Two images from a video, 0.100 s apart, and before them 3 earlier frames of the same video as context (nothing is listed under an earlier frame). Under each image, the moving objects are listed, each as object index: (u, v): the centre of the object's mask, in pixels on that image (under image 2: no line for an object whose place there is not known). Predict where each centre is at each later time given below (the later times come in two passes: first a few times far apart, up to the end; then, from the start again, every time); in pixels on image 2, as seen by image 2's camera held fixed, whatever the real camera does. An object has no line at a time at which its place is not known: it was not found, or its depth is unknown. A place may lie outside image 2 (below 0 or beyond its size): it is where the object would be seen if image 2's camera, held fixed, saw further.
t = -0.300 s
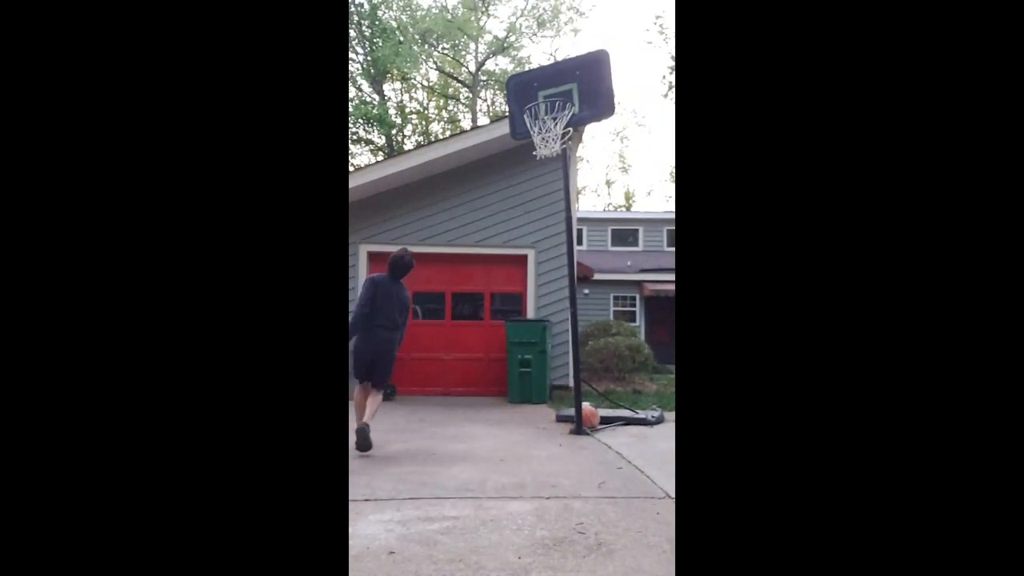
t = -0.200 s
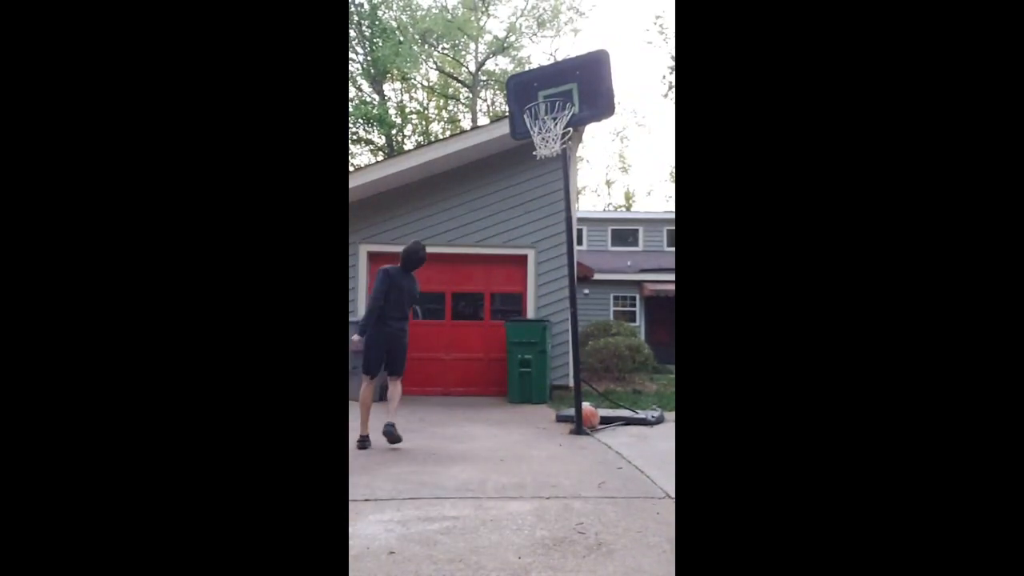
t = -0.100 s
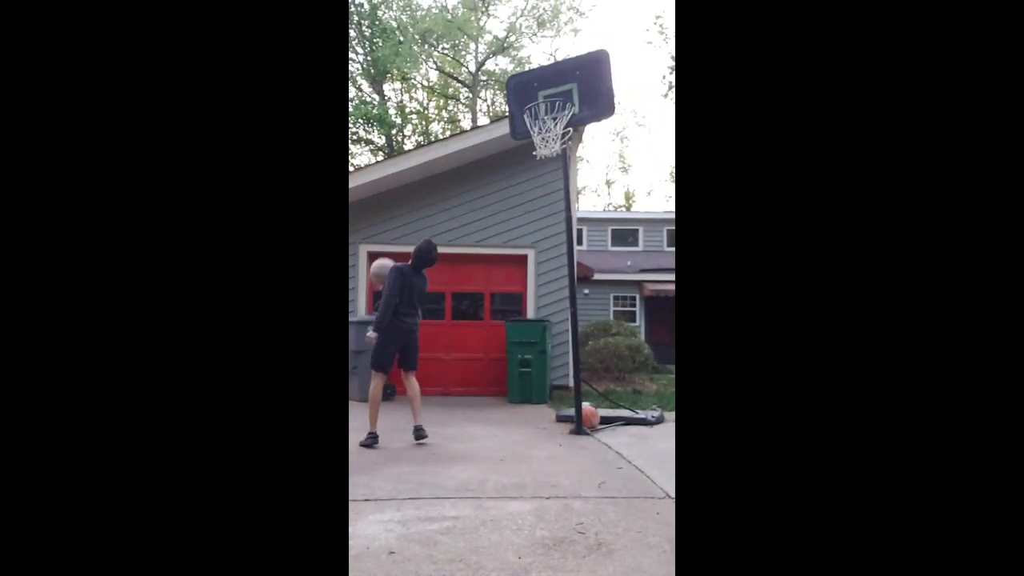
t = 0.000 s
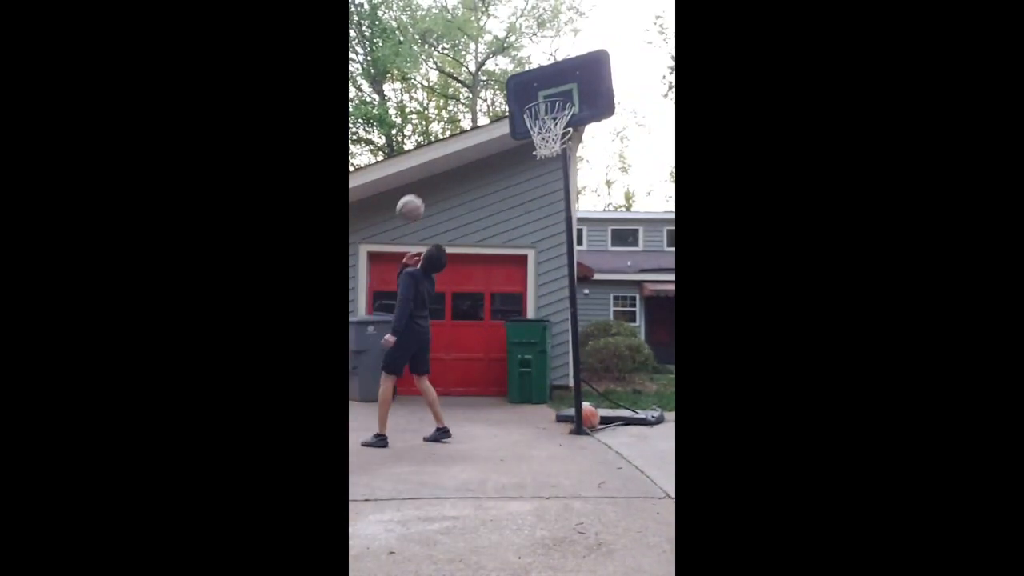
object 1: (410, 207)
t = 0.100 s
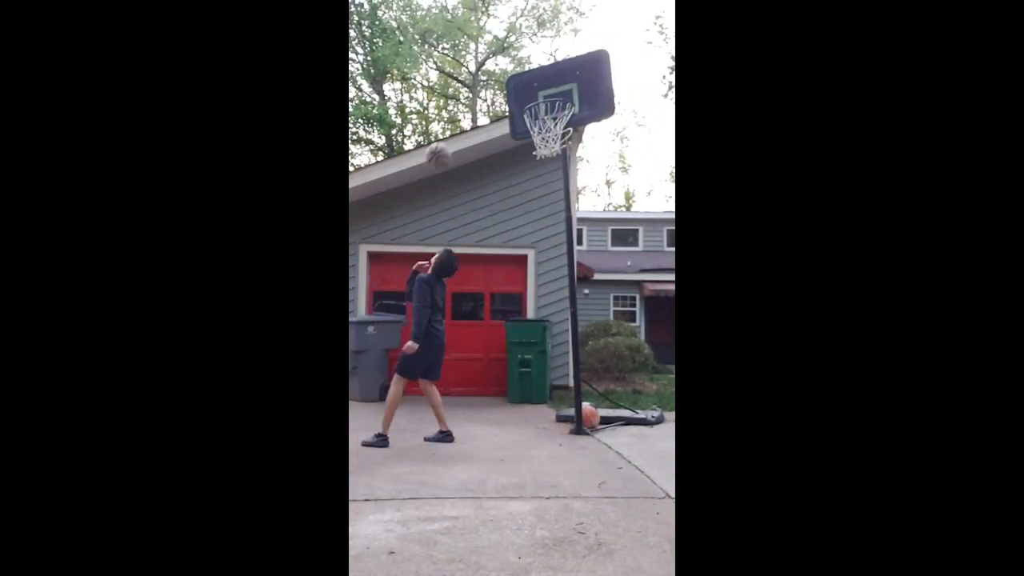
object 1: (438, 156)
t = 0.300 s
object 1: (490, 84)
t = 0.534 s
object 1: (548, 56)
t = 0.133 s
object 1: (447, 140)
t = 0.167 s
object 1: (456, 127)
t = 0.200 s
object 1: (465, 115)
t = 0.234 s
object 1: (473, 103)
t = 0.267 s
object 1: (481, 93)
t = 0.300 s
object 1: (490, 84)
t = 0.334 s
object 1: (498, 77)
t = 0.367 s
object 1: (507, 70)
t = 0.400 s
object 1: (515, 64)
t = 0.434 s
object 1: (523, 61)
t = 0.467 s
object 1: (532, 58)
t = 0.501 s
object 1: (540, 56)
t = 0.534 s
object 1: (548, 56)
